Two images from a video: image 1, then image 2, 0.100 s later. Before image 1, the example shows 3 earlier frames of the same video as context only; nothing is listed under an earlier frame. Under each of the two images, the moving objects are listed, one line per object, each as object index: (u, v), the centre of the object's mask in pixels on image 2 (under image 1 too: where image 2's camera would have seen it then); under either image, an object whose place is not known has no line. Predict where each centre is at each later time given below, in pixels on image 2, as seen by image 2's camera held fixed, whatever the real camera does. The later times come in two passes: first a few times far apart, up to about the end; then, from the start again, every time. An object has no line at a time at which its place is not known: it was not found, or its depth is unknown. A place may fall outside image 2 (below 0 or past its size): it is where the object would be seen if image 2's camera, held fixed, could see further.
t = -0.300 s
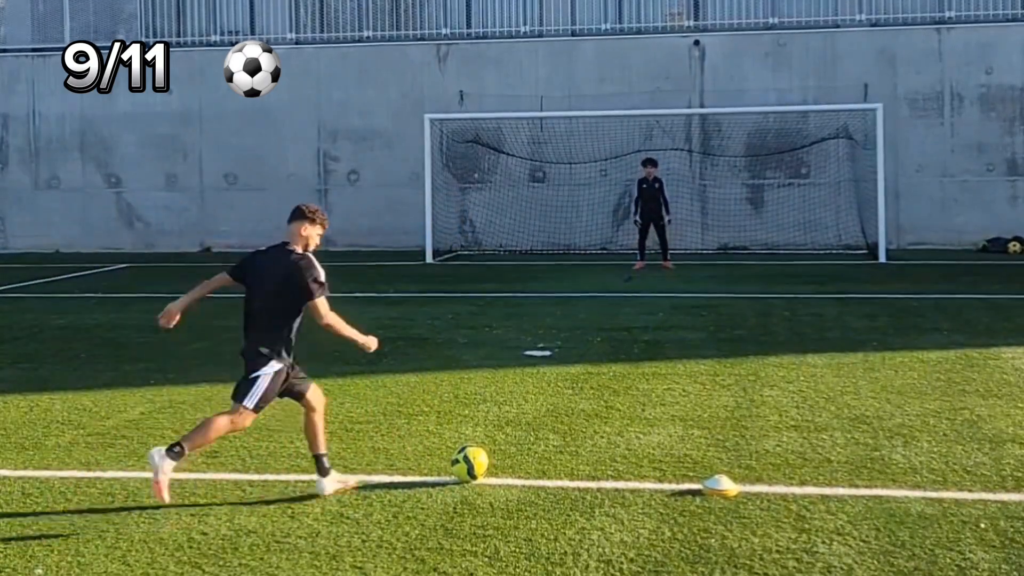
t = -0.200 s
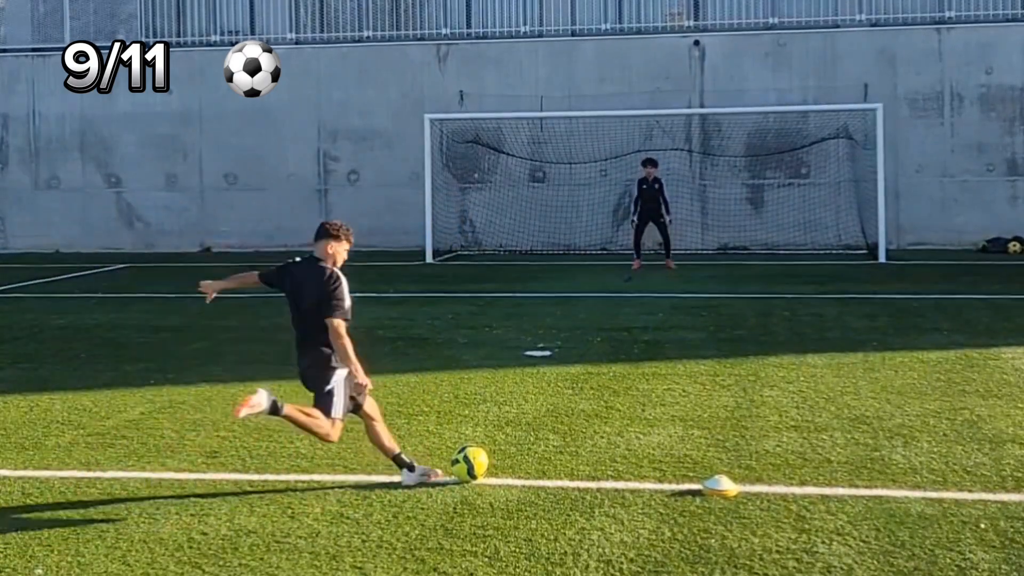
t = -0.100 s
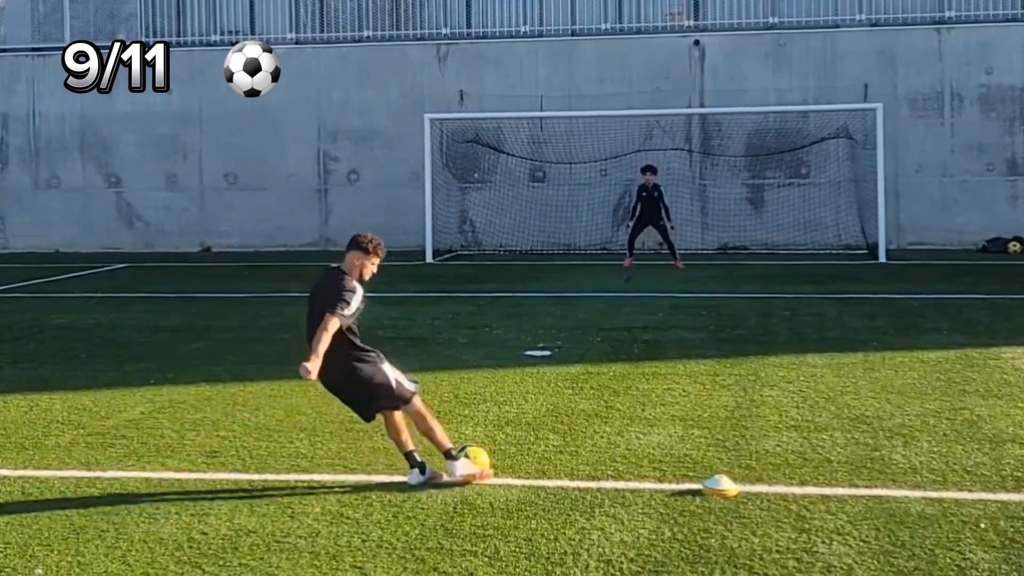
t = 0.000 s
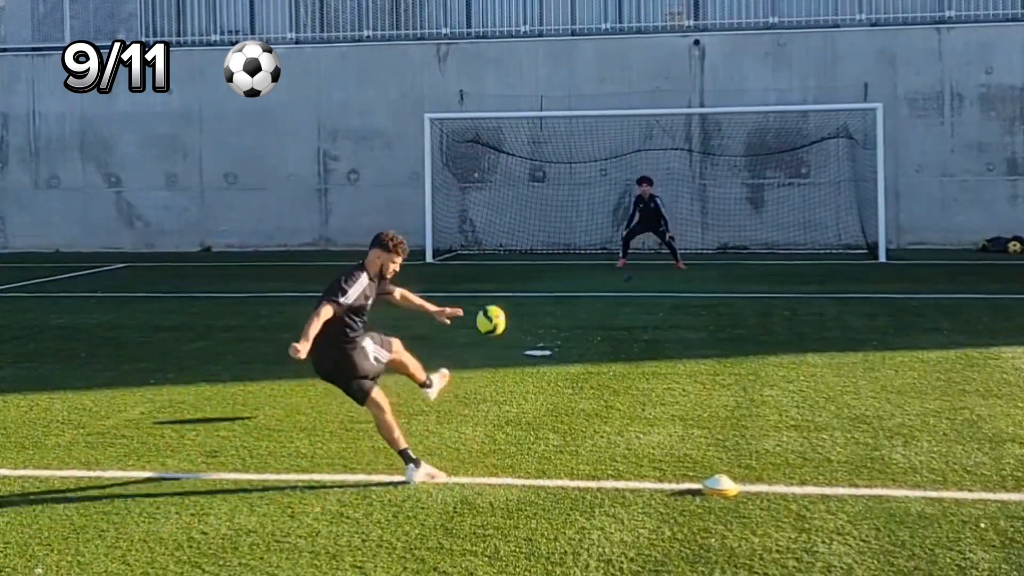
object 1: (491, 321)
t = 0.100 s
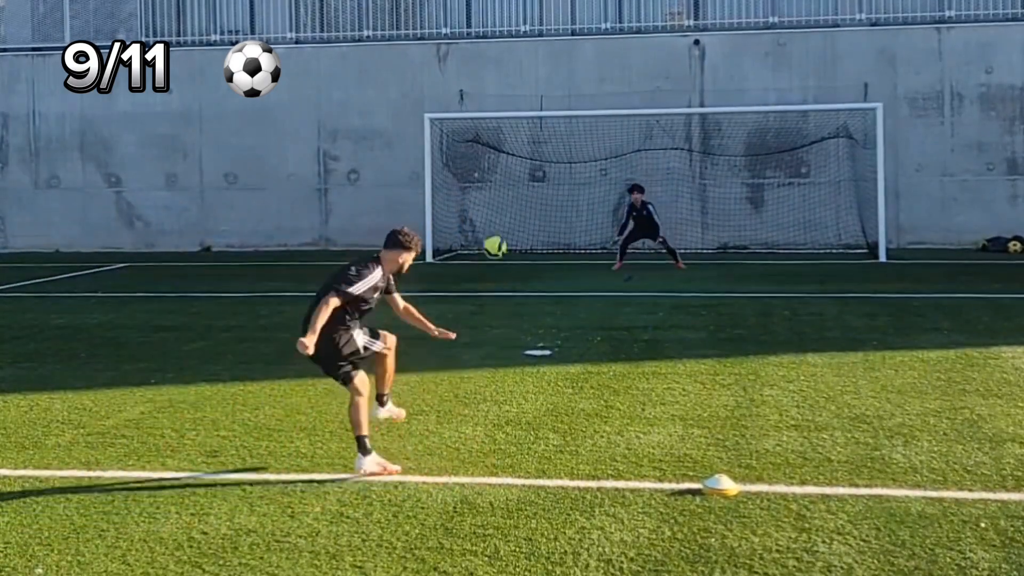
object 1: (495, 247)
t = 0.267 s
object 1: (484, 196)
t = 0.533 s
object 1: (451, 197)
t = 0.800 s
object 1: (510, 223)
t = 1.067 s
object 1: (580, 237)
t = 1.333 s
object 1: (624, 235)
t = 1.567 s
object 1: (657, 247)
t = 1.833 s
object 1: (703, 247)
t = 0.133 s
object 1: (493, 232)
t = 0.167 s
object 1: (491, 219)
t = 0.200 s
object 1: (489, 210)
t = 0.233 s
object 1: (487, 202)
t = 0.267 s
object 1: (484, 196)
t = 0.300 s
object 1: (479, 192)
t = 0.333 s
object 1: (476, 190)
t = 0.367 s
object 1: (472, 189)
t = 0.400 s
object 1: (468, 188)
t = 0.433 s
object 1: (463, 189)
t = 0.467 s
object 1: (460, 191)
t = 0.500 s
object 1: (455, 193)
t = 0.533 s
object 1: (451, 197)
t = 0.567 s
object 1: (446, 200)
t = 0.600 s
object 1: (441, 205)
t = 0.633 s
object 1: (436, 211)
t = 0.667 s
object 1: (452, 212)
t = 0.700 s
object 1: (468, 214)
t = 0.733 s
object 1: (482, 217)
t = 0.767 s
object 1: (497, 222)
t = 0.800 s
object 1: (510, 223)
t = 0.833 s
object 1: (523, 228)
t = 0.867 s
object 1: (535, 230)
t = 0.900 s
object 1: (544, 232)
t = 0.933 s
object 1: (552, 233)
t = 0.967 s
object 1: (560, 233)
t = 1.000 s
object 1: (567, 234)
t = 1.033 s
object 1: (574, 235)
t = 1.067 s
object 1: (580, 237)
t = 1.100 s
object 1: (587, 240)
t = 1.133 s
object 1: (595, 243)
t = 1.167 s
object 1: (601, 244)
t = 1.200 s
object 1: (605, 242)
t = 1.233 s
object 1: (610, 238)
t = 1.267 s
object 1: (614, 236)
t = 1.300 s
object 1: (618, 235)
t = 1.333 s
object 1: (624, 235)
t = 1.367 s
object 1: (628, 236)
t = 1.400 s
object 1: (633, 236)
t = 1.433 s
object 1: (638, 237)
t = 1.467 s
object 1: (643, 238)
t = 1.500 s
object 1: (648, 241)
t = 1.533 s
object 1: (651, 243)
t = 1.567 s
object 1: (657, 247)
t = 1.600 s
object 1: (663, 247)
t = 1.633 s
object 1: (669, 246)
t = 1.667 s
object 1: (674, 243)
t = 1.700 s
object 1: (679, 244)
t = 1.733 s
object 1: (686, 244)
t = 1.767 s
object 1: (692, 244)
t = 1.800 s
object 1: (697, 245)
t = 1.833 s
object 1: (703, 247)
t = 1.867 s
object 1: (710, 249)
